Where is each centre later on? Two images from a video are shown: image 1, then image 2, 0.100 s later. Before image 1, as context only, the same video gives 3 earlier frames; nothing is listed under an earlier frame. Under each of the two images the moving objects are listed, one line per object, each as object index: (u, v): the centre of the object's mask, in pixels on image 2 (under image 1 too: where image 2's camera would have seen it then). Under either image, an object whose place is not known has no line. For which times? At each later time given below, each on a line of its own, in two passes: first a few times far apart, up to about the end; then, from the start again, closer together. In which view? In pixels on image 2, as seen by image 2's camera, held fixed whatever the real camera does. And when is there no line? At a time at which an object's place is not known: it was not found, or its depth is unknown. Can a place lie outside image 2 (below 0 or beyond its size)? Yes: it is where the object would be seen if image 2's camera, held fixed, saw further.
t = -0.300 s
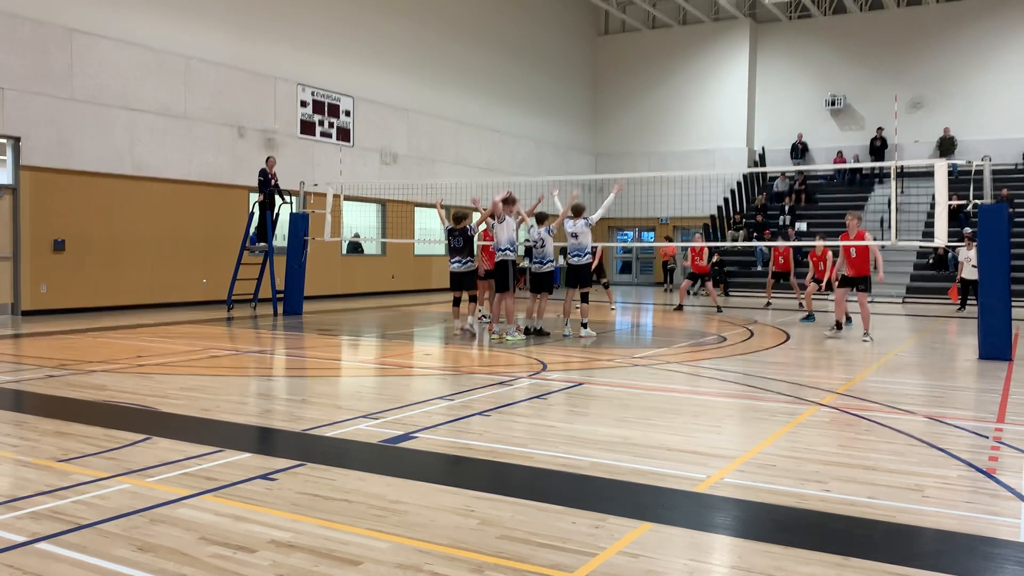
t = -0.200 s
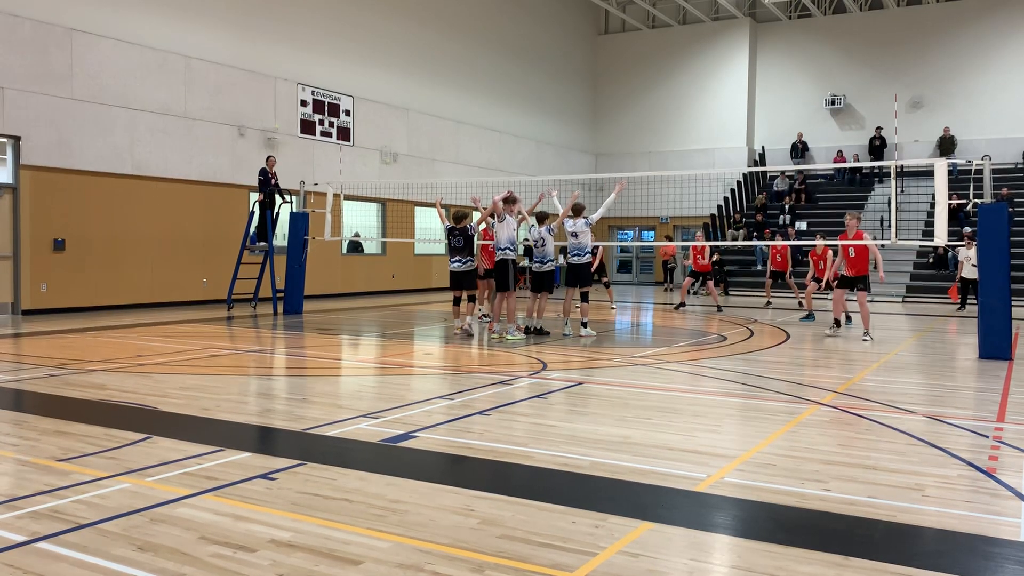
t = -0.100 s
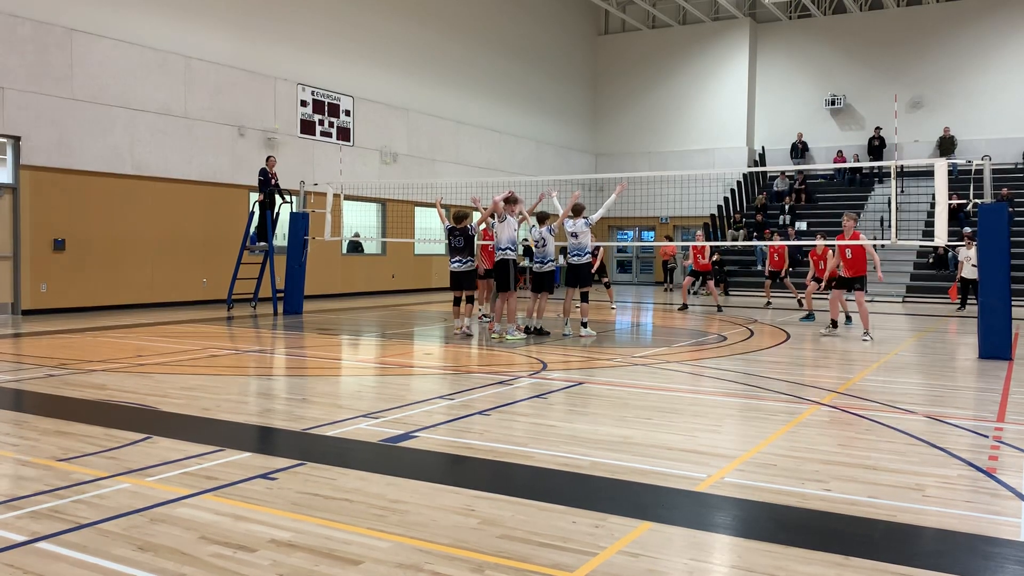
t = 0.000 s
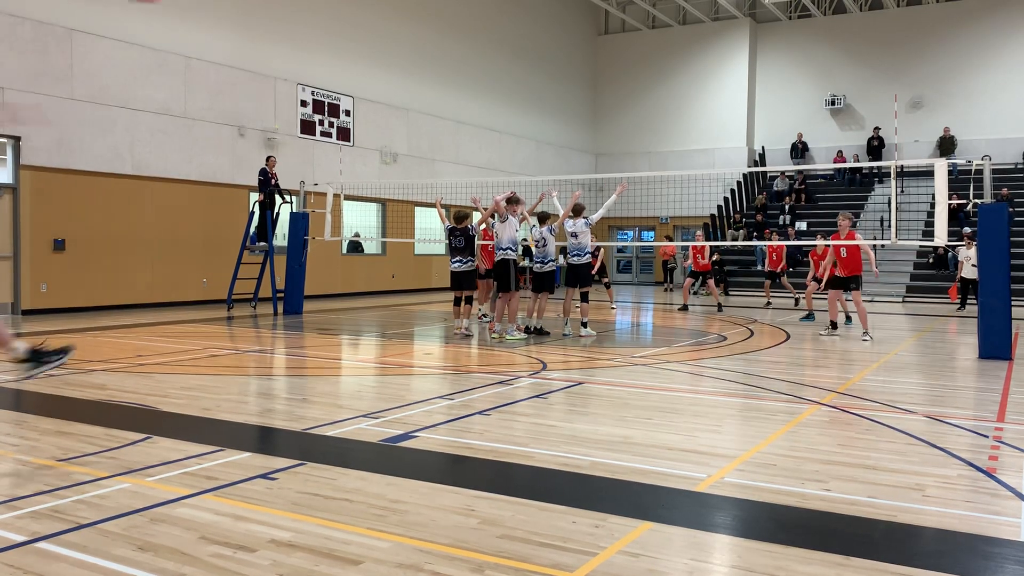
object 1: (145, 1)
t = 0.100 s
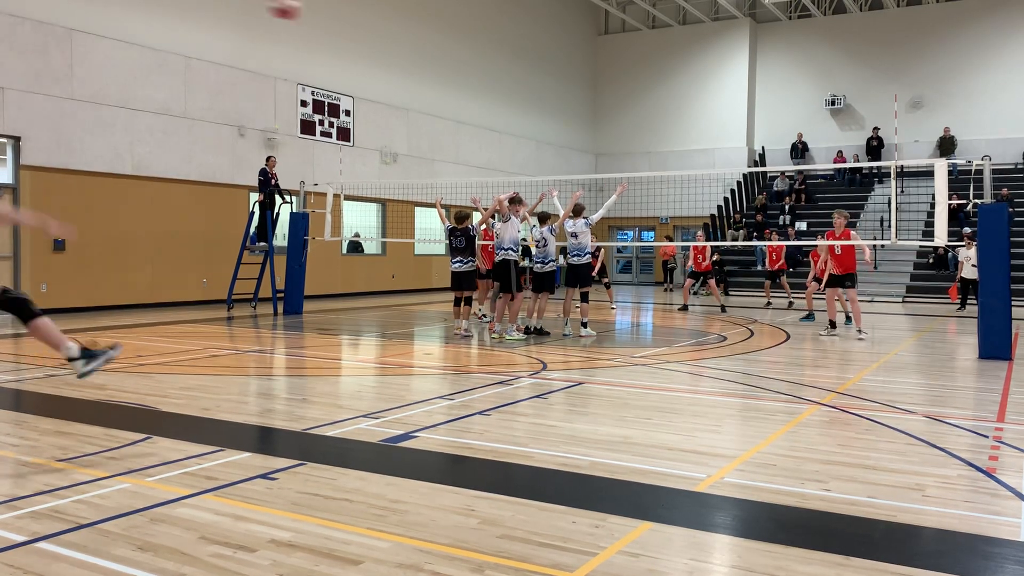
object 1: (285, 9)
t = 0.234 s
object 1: (409, 36)
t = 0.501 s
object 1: (550, 112)
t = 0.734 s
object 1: (618, 181)
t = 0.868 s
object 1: (645, 218)
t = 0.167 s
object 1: (355, 24)
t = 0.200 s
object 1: (384, 27)
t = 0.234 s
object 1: (409, 36)
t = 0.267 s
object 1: (432, 46)
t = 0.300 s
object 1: (454, 55)
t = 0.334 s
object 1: (473, 64)
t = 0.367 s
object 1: (491, 74)
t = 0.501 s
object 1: (550, 112)
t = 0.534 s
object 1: (561, 122)
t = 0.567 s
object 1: (572, 132)
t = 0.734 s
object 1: (618, 181)
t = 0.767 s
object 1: (625, 190)
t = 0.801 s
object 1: (632, 199)
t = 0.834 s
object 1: (638, 209)
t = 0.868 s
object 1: (645, 218)
